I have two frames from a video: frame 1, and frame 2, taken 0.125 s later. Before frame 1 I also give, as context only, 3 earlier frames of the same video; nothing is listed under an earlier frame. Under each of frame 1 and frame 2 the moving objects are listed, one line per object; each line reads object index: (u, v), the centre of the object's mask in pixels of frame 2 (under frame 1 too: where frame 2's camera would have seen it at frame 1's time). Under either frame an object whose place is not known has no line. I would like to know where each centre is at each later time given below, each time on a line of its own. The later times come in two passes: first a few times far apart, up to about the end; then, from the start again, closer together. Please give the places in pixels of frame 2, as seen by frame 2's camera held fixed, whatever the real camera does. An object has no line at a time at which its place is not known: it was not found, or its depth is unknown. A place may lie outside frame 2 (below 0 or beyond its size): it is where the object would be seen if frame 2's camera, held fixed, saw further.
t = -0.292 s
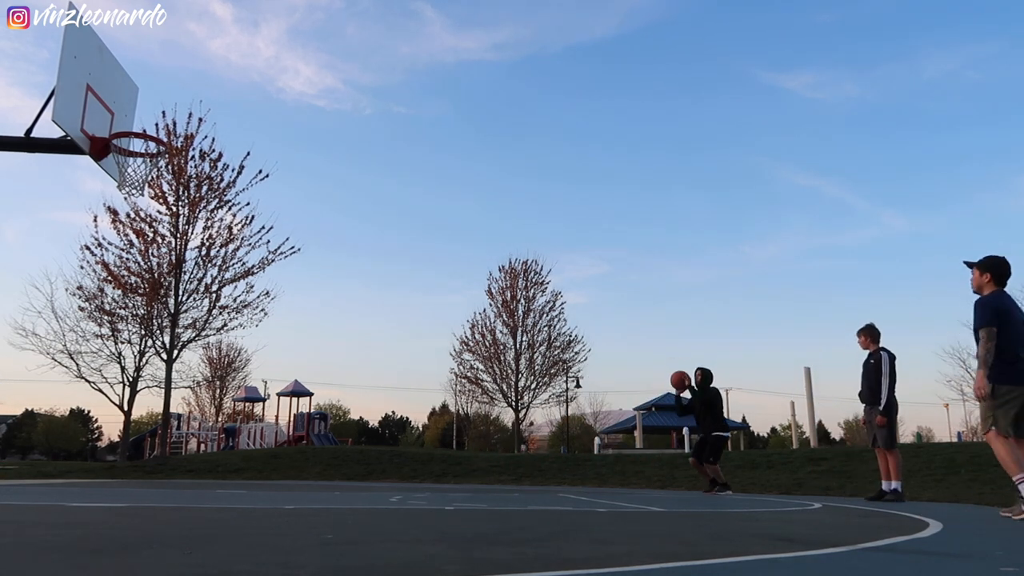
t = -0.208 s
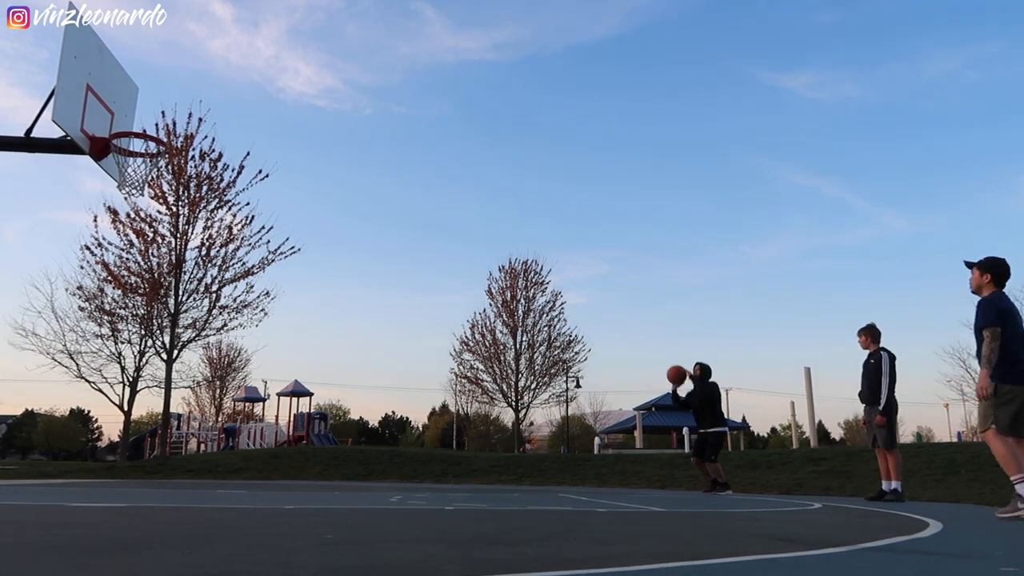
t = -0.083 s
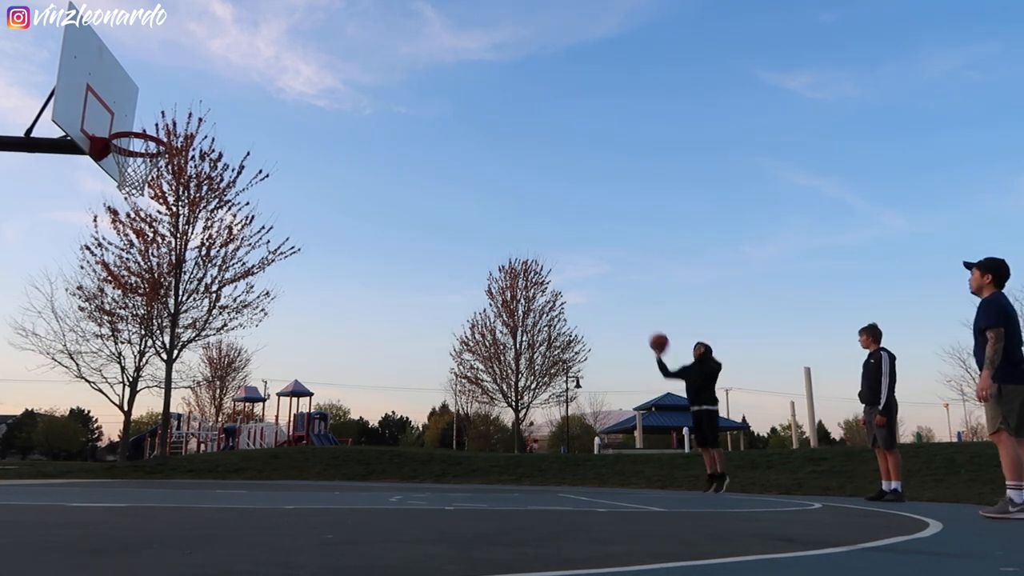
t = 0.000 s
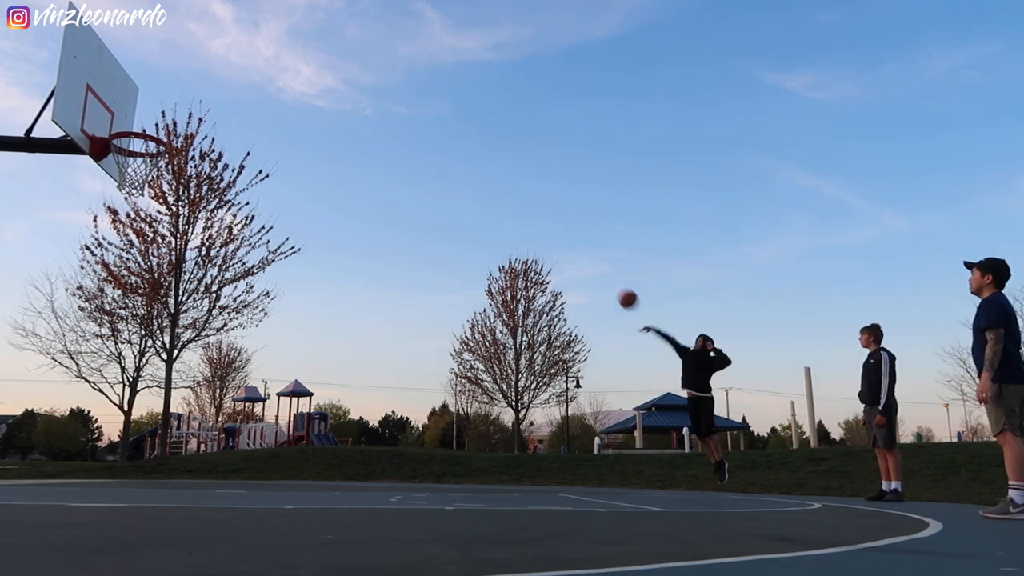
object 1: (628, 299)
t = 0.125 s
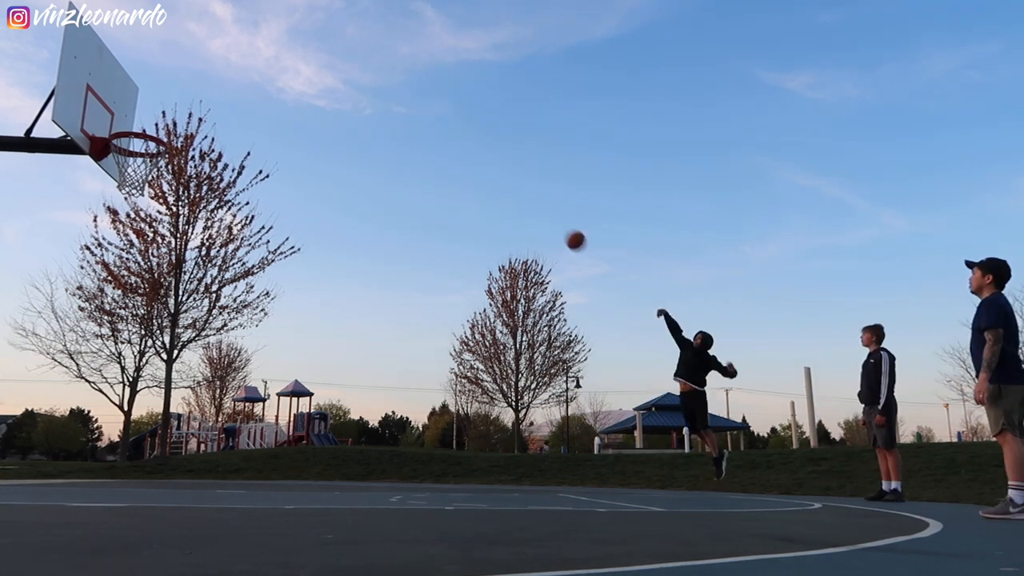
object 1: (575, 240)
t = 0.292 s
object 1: (503, 178)
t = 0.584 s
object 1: (361, 116)
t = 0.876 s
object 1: (190, 123)
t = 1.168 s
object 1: (187, 149)
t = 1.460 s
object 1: (290, 220)
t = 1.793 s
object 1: (392, 397)
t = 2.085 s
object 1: (453, 394)
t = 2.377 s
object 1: (490, 314)
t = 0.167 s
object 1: (557, 223)
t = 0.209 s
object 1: (539, 207)
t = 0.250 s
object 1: (521, 191)
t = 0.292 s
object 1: (503, 178)
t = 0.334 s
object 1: (484, 166)
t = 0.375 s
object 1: (464, 154)
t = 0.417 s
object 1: (444, 144)
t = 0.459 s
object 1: (424, 135)
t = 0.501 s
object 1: (403, 128)
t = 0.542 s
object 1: (383, 121)
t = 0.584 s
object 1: (361, 116)
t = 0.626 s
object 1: (339, 112)
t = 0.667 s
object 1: (316, 110)
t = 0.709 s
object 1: (292, 109)
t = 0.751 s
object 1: (268, 110)
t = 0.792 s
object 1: (242, 113)
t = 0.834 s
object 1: (217, 117)
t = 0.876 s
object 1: (190, 123)
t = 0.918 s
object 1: (162, 130)
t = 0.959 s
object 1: (133, 141)
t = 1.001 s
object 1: (122, 143)
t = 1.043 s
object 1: (138, 143)
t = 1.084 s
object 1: (155, 143)
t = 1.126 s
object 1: (173, 144)
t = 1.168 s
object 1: (187, 149)
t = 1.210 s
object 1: (203, 154)
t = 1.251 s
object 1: (218, 161)
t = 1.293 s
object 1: (233, 170)
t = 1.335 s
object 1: (248, 180)
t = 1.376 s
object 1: (262, 192)
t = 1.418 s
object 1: (276, 205)
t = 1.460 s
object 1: (290, 220)
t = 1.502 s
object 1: (303, 236)
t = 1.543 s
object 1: (316, 254)
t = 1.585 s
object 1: (329, 274)
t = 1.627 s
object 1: (342, 295)
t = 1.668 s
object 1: (355, 318)
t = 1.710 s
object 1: (368, 343)
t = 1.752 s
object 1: (380, 369)
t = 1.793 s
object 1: (392, 397)
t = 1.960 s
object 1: (434, 456)
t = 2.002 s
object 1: (439, 434)
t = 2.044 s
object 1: (446, 413)
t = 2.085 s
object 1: (453, 394)
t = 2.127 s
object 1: (458, 378)
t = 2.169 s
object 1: (464, 363)
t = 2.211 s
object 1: (470, 350)
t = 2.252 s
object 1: (475, 339)
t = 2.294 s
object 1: (480, 329)
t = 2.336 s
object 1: (485, 321)
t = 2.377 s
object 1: (490, 314)
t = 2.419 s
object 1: (495, 310)
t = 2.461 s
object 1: (499, 307)
